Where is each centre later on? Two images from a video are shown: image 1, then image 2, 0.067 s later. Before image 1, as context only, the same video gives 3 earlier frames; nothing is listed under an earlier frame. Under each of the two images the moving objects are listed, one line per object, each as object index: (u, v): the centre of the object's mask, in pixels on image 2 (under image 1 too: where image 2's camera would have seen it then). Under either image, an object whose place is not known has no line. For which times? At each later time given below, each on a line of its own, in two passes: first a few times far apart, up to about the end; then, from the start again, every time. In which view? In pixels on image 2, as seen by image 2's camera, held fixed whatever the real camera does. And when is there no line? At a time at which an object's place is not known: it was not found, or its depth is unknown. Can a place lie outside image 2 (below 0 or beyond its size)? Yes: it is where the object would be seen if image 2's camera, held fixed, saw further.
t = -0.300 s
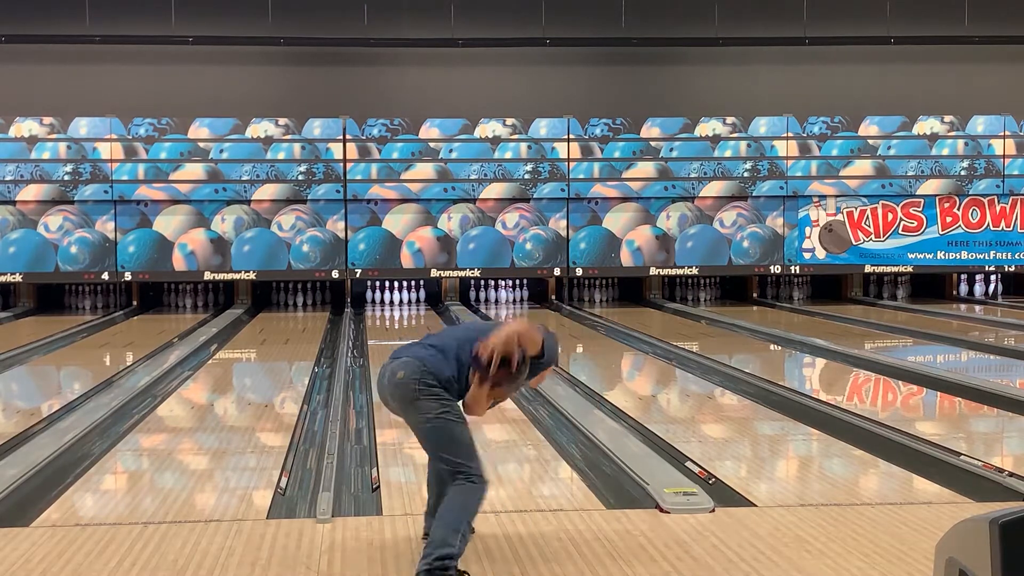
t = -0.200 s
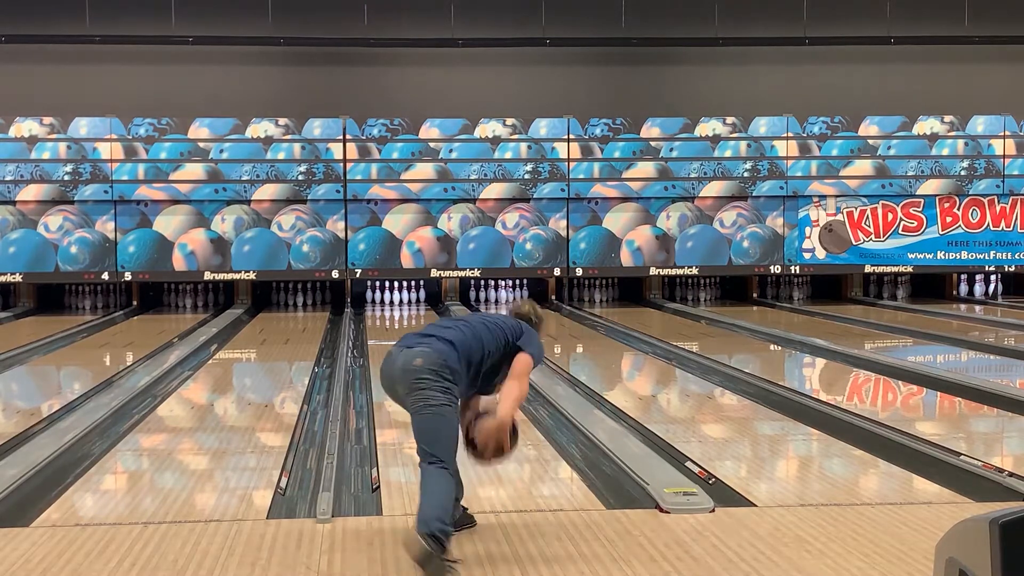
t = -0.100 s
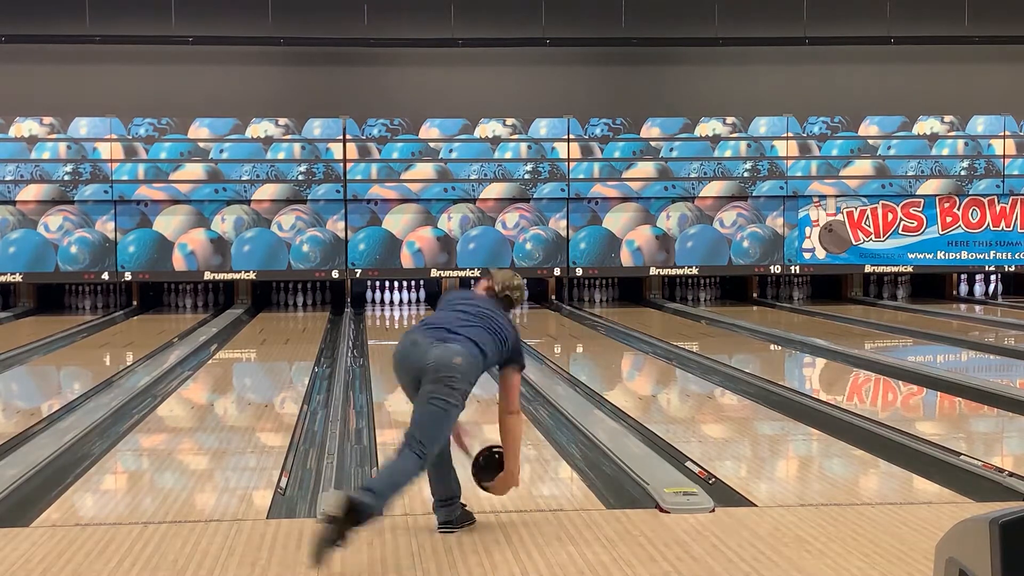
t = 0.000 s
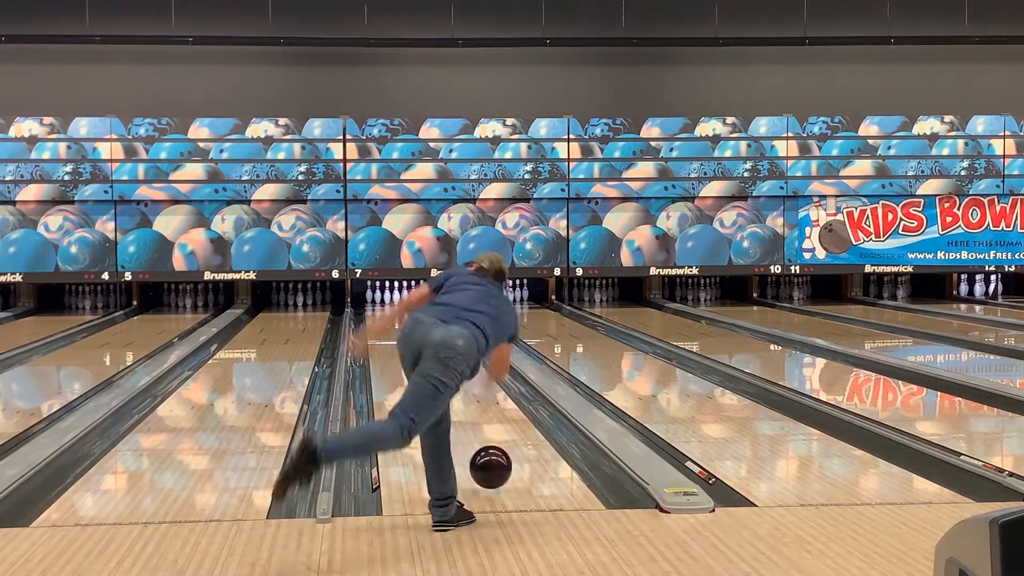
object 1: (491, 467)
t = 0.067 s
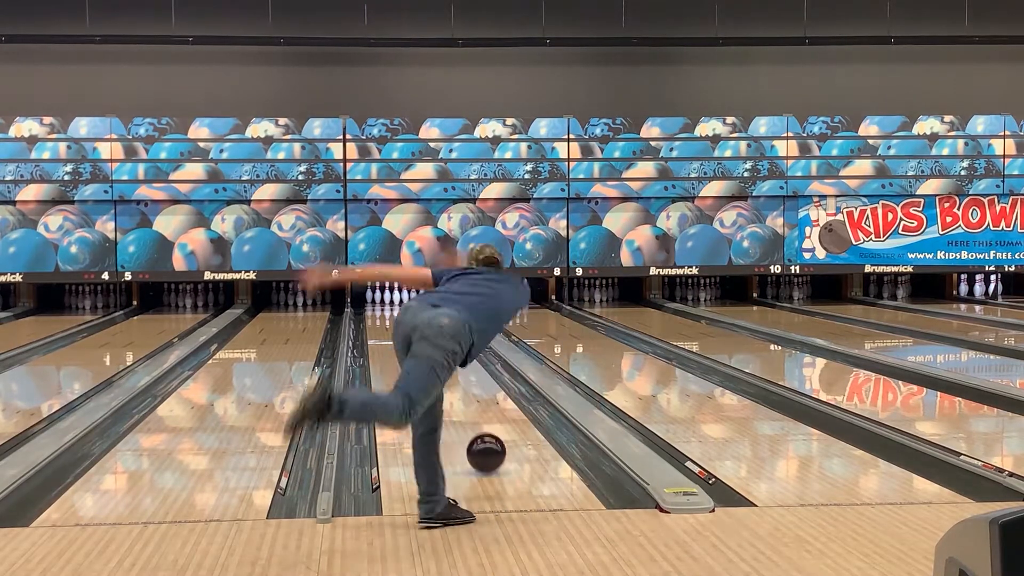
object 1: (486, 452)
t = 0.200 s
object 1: (479, 426)
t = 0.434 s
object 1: (469, 390)
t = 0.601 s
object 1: (464, 372)
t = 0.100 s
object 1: (484, 446)
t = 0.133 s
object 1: (482, 439)
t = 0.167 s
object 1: (481, 432)
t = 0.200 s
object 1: (479, 426)
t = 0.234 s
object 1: (477, 420)
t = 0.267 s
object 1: (476, 414)
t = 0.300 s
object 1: (474, 409)
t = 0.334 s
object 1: (473, 404)
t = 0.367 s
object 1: (471, 399)
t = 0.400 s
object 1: (470, 394)
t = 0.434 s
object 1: (469, 390)
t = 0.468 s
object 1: (467, 386)
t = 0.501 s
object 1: (466, 382)
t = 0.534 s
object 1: (466, 379)
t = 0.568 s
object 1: (465, 375)
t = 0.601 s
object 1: (464, 372)
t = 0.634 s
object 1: (464, 369)
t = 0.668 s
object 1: (463, 366)
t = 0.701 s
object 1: (463, 364)
